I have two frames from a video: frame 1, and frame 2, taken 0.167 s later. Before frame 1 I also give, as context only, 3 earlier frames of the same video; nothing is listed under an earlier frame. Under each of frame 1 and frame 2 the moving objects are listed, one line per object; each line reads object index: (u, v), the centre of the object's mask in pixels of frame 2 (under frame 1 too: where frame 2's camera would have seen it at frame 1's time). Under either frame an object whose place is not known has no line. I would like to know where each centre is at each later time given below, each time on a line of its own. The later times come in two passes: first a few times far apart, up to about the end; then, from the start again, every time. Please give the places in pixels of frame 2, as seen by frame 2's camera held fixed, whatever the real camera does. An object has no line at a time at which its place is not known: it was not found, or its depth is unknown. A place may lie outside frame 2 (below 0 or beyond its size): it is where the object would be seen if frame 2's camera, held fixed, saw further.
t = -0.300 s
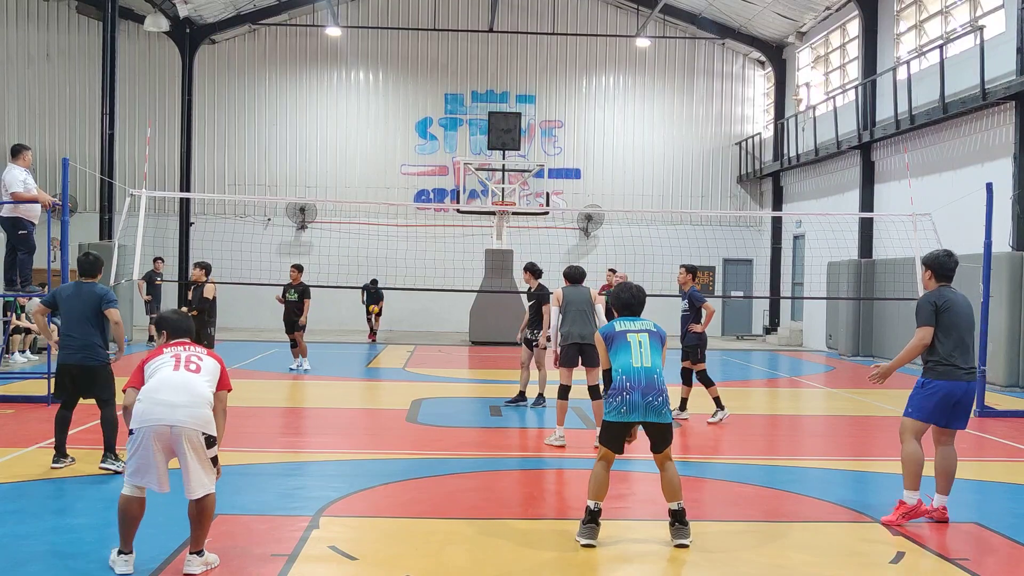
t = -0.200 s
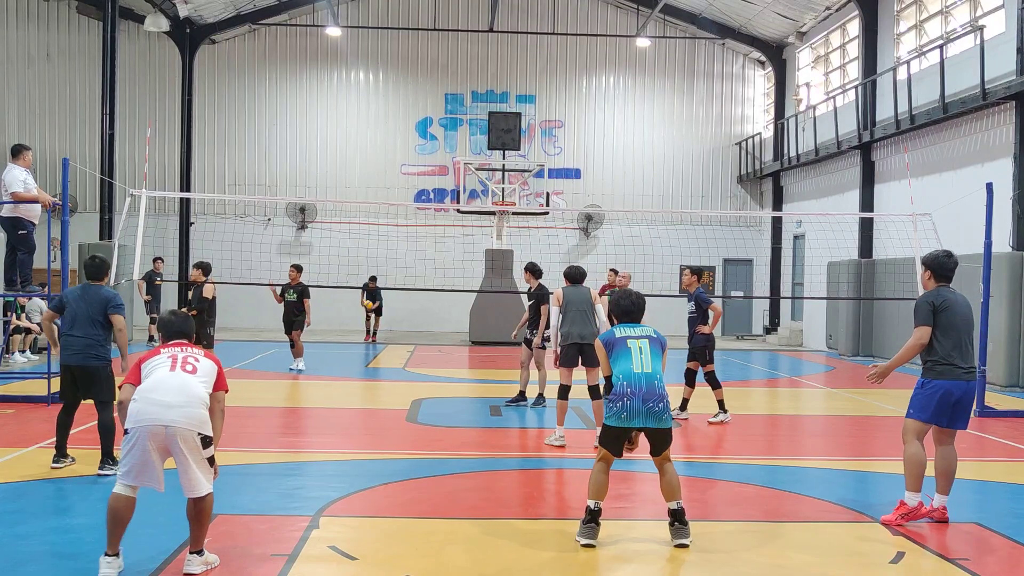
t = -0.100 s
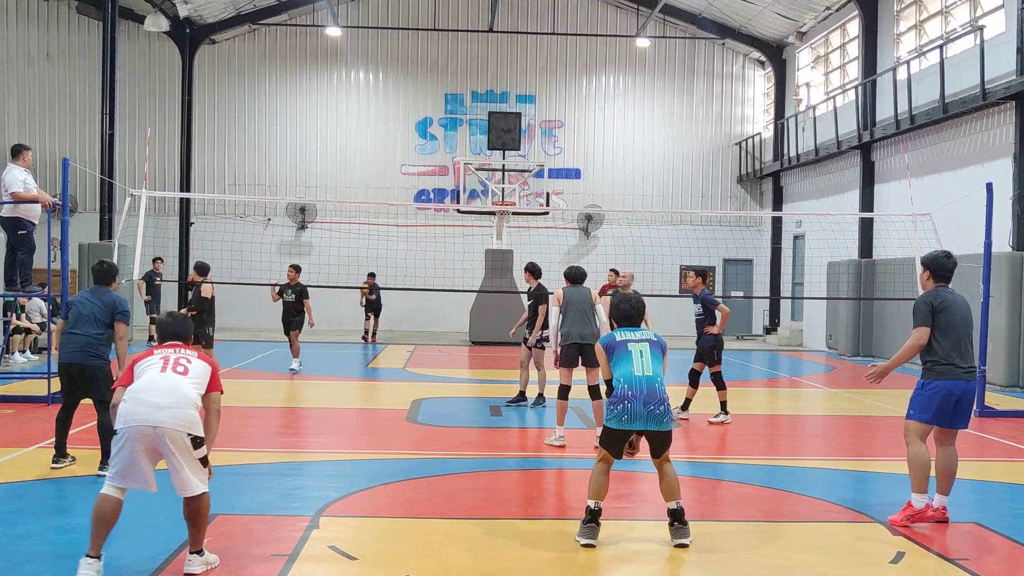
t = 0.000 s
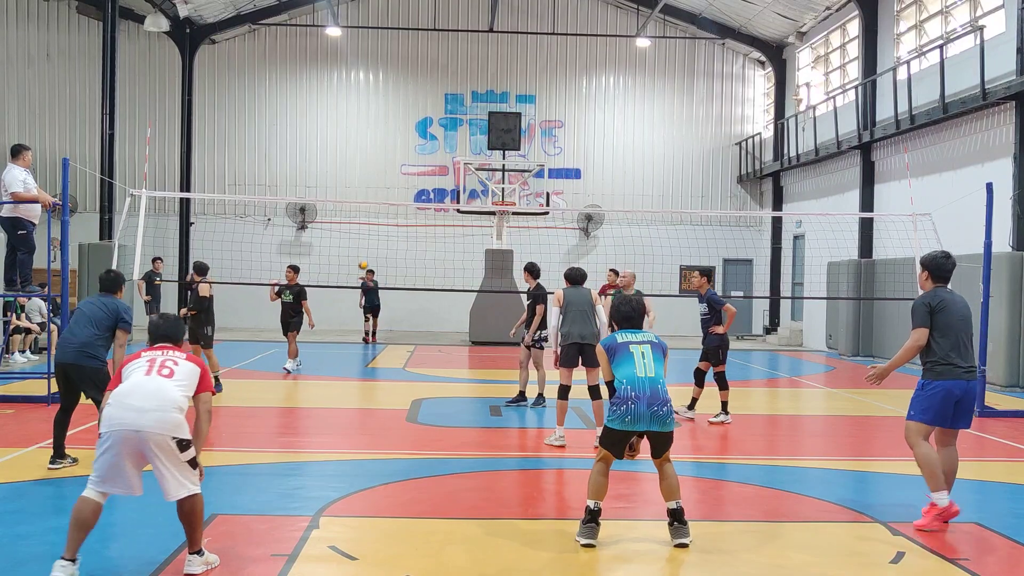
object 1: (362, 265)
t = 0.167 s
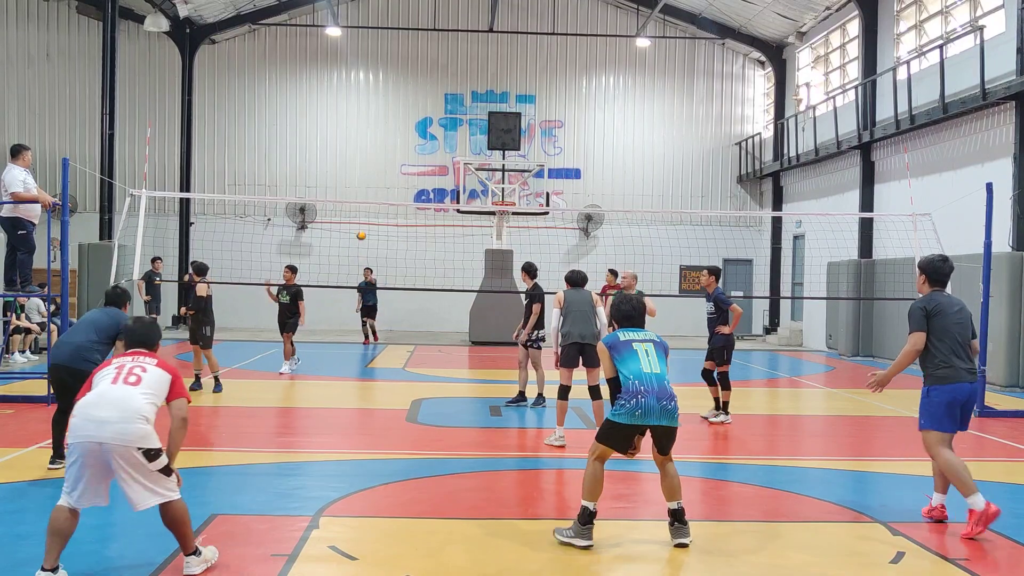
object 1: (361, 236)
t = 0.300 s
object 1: (359, 221)
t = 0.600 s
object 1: (354, 216)
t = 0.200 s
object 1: (361, 231)
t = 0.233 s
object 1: (360, 227)
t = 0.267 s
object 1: (359, 224)
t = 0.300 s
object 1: (359, 221)
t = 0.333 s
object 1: (358, 218)
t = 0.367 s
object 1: (358, 216)
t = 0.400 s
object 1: (357, 215)
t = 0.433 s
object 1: (357, 214)
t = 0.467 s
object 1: (356, 214)
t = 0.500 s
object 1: (356, 214)
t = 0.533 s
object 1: (355, 214)
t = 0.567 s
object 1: (355, 215)
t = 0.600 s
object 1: (354, 216)
